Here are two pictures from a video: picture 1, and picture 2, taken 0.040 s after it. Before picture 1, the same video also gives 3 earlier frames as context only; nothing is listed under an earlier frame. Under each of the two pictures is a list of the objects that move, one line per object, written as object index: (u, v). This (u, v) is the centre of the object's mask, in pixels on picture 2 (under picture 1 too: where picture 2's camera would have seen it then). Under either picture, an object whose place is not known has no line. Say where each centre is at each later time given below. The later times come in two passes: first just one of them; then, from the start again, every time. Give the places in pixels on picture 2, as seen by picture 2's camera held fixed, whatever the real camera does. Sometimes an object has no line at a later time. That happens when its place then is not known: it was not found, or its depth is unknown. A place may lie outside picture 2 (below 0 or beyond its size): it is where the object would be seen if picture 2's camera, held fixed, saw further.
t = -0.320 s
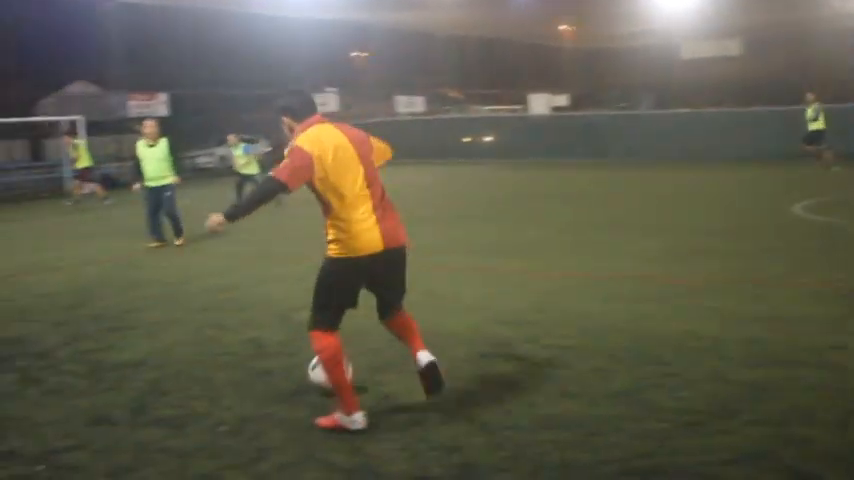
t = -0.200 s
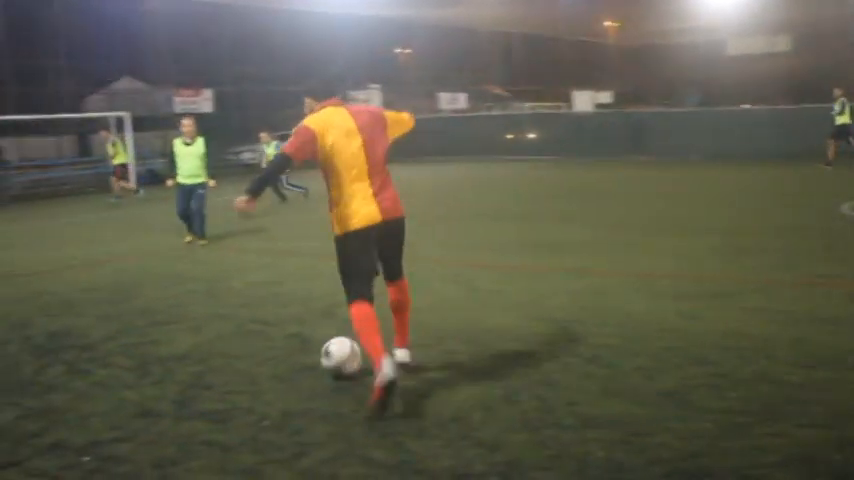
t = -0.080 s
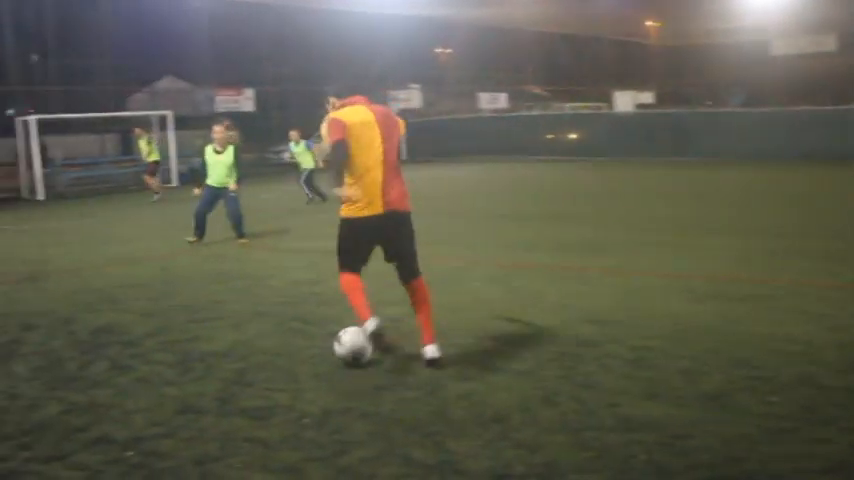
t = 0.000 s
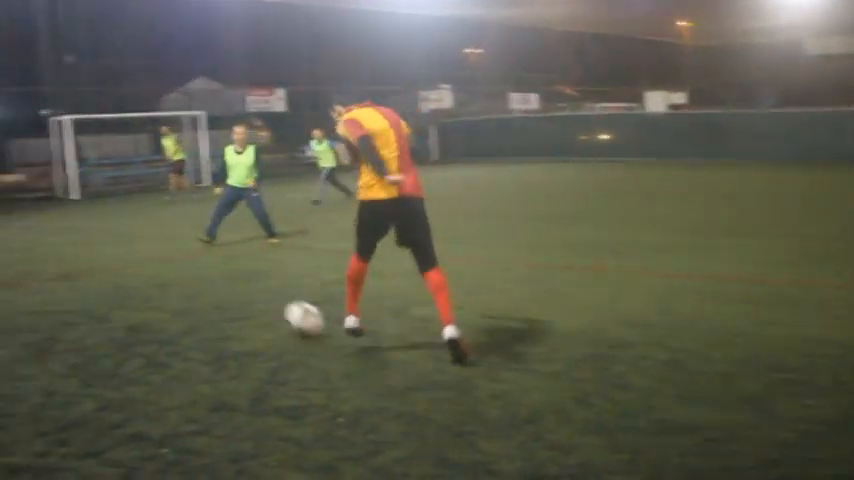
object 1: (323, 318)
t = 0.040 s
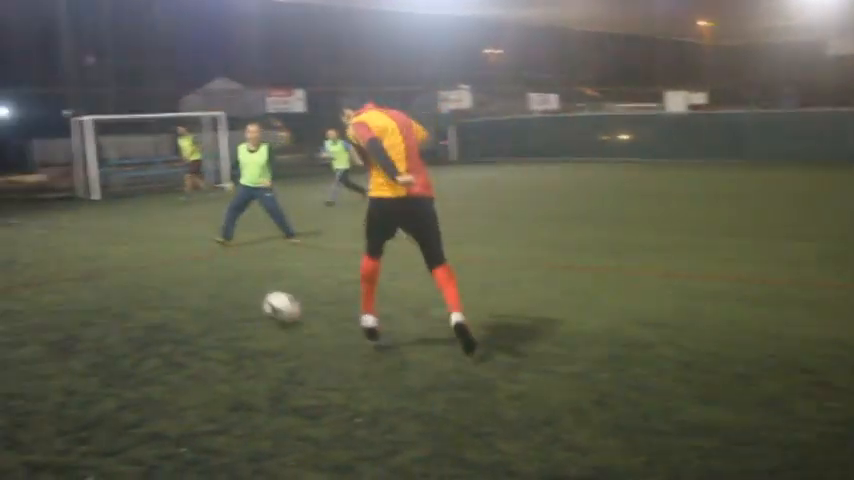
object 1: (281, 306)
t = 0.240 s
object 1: (144, 275)
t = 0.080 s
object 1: (245, 299)
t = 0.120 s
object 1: (213, 293)
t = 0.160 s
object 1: (187, 286)
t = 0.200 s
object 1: (164, 278)
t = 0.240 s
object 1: (144, 275)
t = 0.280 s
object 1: (126, 272)
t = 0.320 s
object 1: (109, 267)
